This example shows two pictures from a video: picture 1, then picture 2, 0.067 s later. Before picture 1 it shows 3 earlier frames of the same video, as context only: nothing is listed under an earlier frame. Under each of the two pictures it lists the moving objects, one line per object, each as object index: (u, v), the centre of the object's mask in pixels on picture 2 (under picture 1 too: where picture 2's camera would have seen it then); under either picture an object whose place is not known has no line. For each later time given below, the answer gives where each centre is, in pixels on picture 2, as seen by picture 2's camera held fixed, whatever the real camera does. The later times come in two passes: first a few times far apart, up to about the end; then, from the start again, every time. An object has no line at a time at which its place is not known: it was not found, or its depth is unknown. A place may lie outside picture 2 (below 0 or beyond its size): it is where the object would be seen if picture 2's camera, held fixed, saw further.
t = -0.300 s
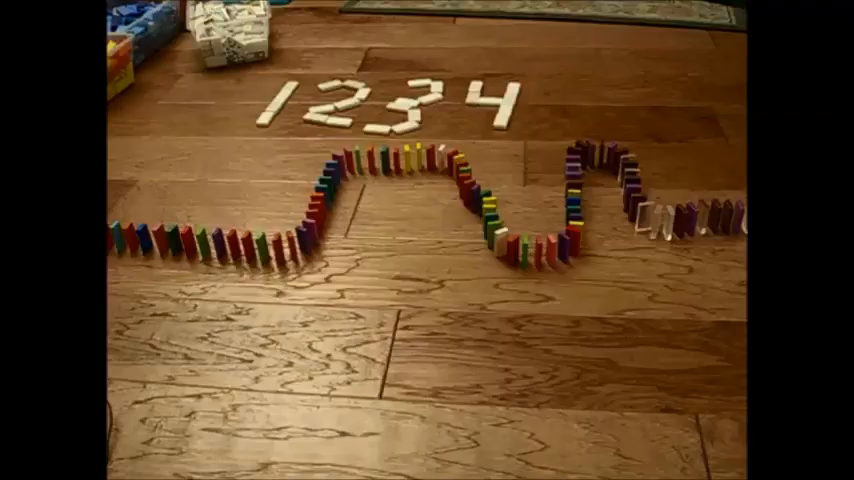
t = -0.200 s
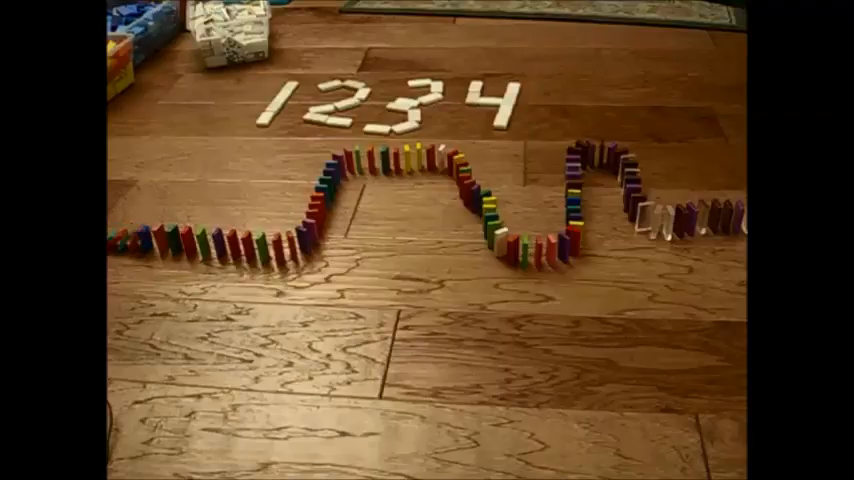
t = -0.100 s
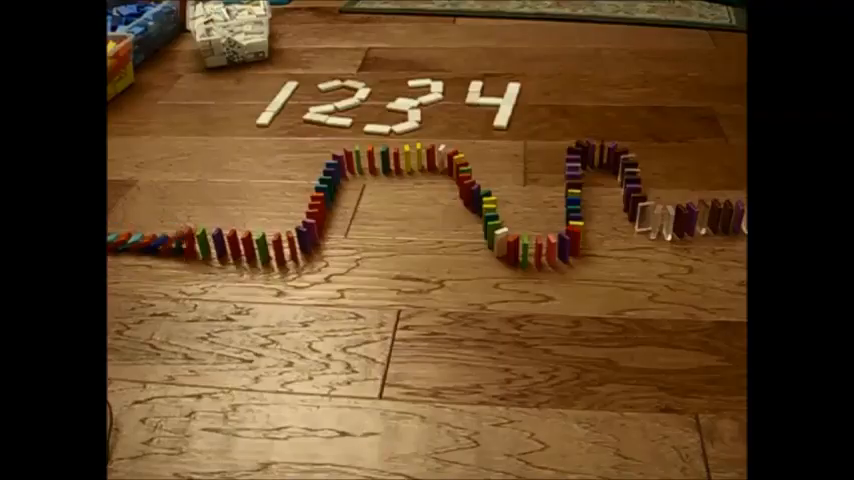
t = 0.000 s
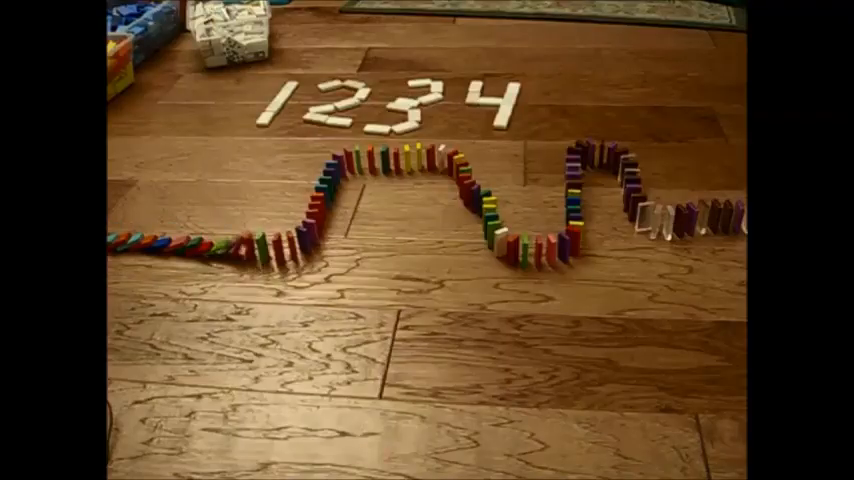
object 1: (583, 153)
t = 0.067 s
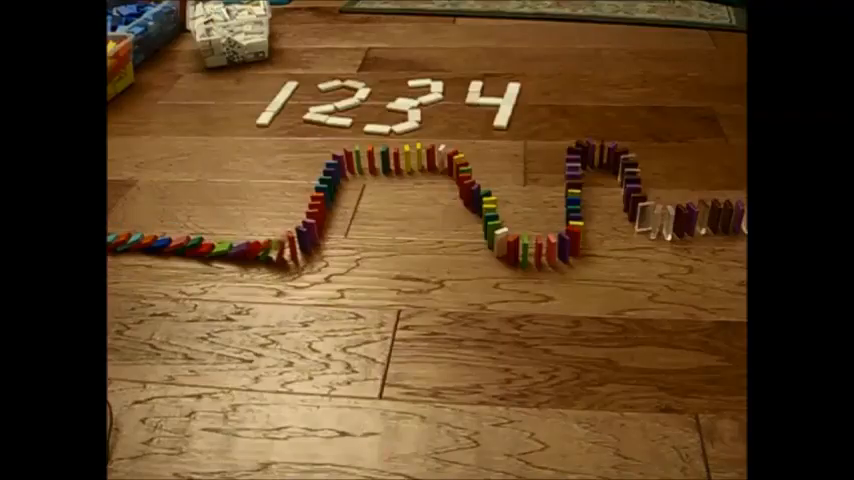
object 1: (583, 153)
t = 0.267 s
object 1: (583, 153)
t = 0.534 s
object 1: (583, 153)
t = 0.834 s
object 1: (583, 153)
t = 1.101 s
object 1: (583, 153)
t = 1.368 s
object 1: (583, 153)
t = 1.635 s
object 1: (583, 155)
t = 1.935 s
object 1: (598, 159)
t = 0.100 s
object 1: (583, 153)
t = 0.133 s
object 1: (583, 153)
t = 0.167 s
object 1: (583, 153)
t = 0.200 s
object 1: (583, 153)
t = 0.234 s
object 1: (583, 153)
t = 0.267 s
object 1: (583, 153)
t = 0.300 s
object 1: (583, 153)
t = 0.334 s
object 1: (583, 153)
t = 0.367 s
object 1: (583, 153)
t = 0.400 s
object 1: (583, 153)
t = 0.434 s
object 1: (583, 153)
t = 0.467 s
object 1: (583, 153)
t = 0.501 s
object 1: (583, 153)
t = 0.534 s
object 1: (583, 153)
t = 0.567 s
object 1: (583, 153)
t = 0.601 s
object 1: (583, 153)
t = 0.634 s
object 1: (583, 153)
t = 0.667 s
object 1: (583, 153)
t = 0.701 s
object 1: (583, 153)
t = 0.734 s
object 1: (583, 153)
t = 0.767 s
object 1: (583, 153)
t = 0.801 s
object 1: (583, 153)
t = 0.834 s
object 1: (583, 153)
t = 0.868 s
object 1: (583, 153)
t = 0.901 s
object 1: (583, 153)
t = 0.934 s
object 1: (583, 153)
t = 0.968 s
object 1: (583, 153)
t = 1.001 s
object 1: (583, 153)
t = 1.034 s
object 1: (583, 153)
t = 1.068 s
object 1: (583, 153)
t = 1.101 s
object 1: (583, 153)
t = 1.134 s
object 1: (583, 153)
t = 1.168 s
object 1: (583, 153)
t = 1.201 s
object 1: (583, 153)
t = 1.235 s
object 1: (583, 153)
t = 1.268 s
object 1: (583, 153)
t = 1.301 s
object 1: (583, 153)
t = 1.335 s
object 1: (583, 153)
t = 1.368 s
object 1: (583, 153)
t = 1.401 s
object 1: (583, 153)
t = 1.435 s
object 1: (583, 153)
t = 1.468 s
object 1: (583, 153)
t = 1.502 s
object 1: (583, 153)
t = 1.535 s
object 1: (583, 153)
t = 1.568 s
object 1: (583, 153)
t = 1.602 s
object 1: (582, 154)
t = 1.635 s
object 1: (583, 155)
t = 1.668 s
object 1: (584, 156)
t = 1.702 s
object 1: (587, 156)
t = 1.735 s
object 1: (587, 157)
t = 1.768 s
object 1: (590, 159)
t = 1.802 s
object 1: (595, 160)
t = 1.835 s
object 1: (596, 159)
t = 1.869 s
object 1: (598, 160)
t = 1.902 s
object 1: (598, 160)
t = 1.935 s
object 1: (598, 159)
